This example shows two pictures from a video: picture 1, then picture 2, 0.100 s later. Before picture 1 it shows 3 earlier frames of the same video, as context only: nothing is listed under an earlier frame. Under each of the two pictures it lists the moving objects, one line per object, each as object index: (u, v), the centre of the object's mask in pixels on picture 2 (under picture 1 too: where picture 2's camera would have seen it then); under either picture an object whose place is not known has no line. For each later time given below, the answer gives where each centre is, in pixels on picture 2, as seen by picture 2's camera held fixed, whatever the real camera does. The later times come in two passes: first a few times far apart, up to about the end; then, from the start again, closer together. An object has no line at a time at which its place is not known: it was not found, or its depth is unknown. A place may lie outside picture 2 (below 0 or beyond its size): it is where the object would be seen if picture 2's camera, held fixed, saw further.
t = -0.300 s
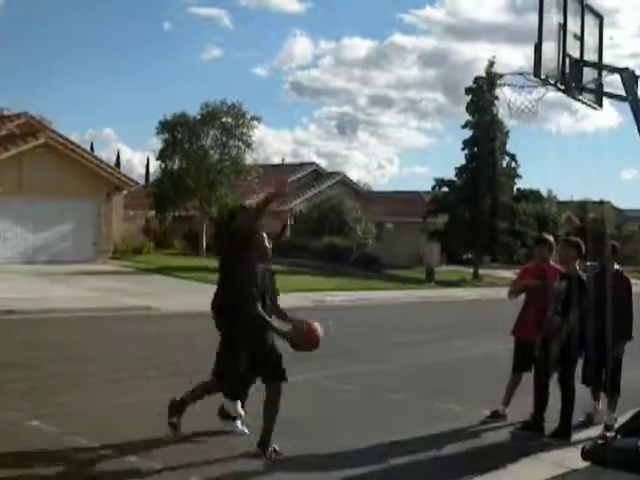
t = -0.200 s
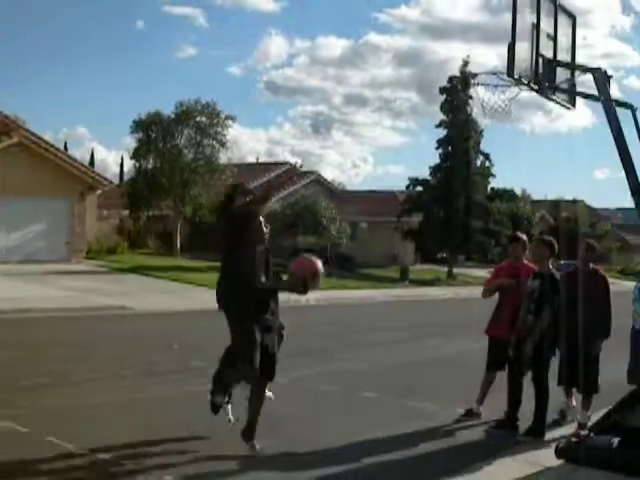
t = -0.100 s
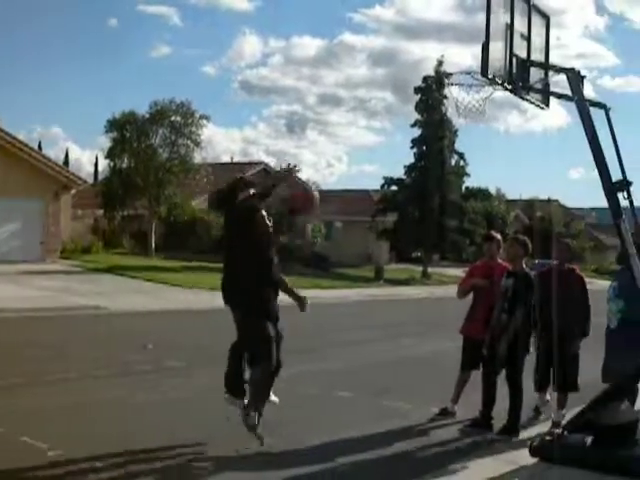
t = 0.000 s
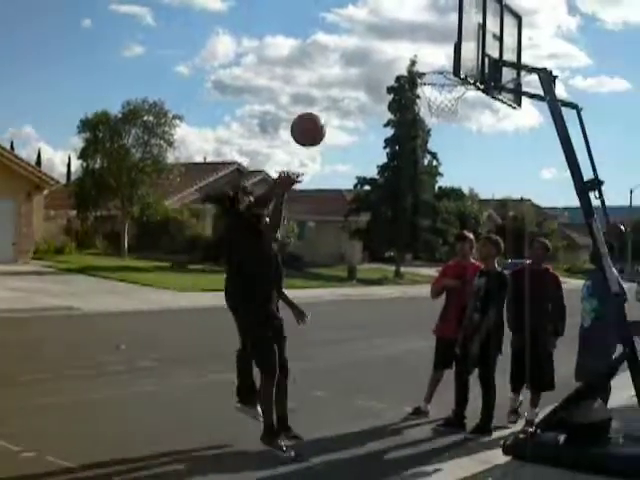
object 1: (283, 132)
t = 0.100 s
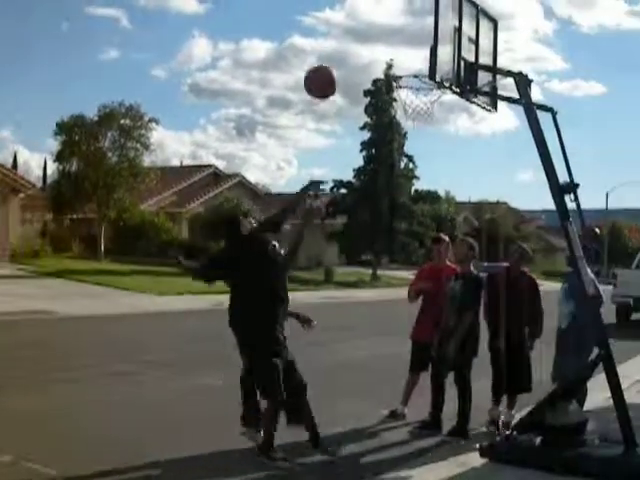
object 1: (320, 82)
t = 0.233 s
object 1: (367, 42)
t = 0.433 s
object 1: (426, 30)
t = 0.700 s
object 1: (430, 80)
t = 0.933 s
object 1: (402, 103)
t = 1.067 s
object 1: (428, 112)
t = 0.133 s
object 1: (332, 69)
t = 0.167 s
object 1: (344, 58)
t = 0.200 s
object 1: (355, 49)
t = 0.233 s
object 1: (367, 42)
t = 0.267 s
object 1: (378, 36)
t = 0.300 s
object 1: (389, 31)
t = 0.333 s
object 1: (400, 29)
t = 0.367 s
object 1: (411, 27)
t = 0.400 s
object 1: (420, 27)
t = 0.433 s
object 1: (426, 30)
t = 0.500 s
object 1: (428, 36)
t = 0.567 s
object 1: (434, 48)
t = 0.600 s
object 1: (435, 56)
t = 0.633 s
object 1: (429, 64)
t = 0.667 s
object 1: (436, 73)
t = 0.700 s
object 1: (430, 80)
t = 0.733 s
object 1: (428, 85)
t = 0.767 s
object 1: (424, 88)
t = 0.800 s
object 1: (413, 91)
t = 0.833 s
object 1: (406, 93)
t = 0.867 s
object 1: (403, 98)
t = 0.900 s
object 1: (401, 101)
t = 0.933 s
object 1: (402, 103)
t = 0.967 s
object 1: (408, 104)
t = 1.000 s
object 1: (414, 106)
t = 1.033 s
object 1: (421, 108)
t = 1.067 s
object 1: (428, 112)
